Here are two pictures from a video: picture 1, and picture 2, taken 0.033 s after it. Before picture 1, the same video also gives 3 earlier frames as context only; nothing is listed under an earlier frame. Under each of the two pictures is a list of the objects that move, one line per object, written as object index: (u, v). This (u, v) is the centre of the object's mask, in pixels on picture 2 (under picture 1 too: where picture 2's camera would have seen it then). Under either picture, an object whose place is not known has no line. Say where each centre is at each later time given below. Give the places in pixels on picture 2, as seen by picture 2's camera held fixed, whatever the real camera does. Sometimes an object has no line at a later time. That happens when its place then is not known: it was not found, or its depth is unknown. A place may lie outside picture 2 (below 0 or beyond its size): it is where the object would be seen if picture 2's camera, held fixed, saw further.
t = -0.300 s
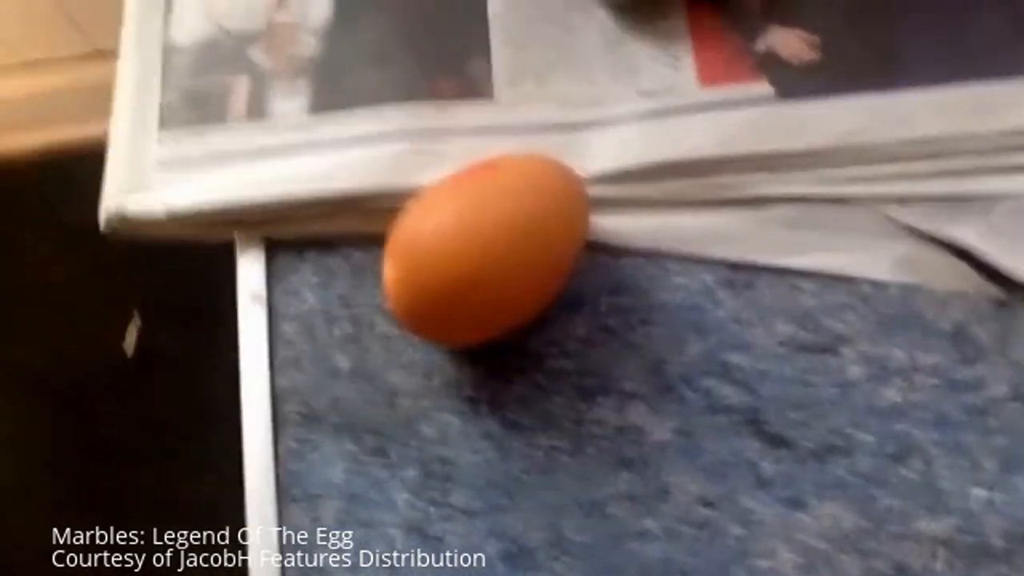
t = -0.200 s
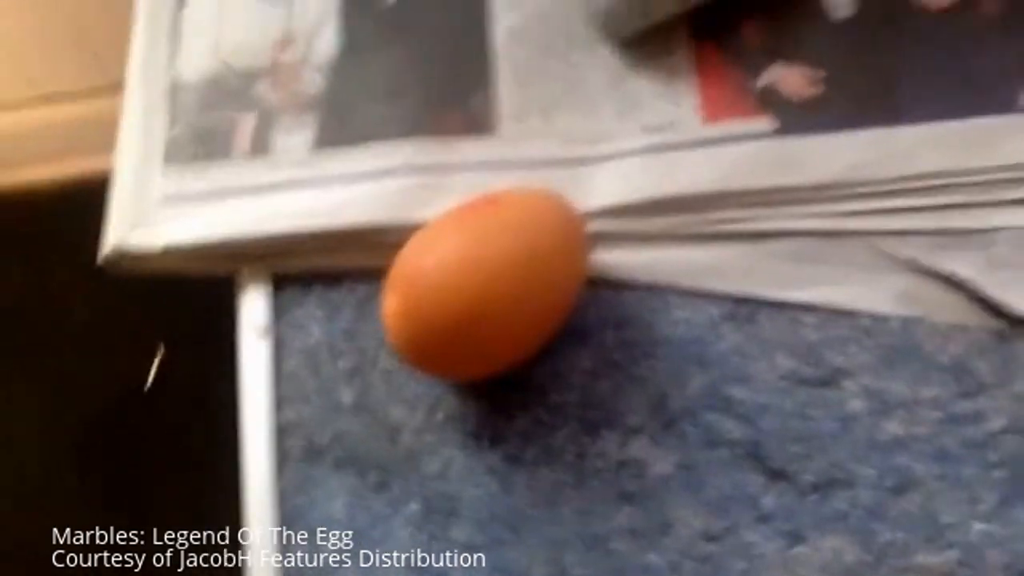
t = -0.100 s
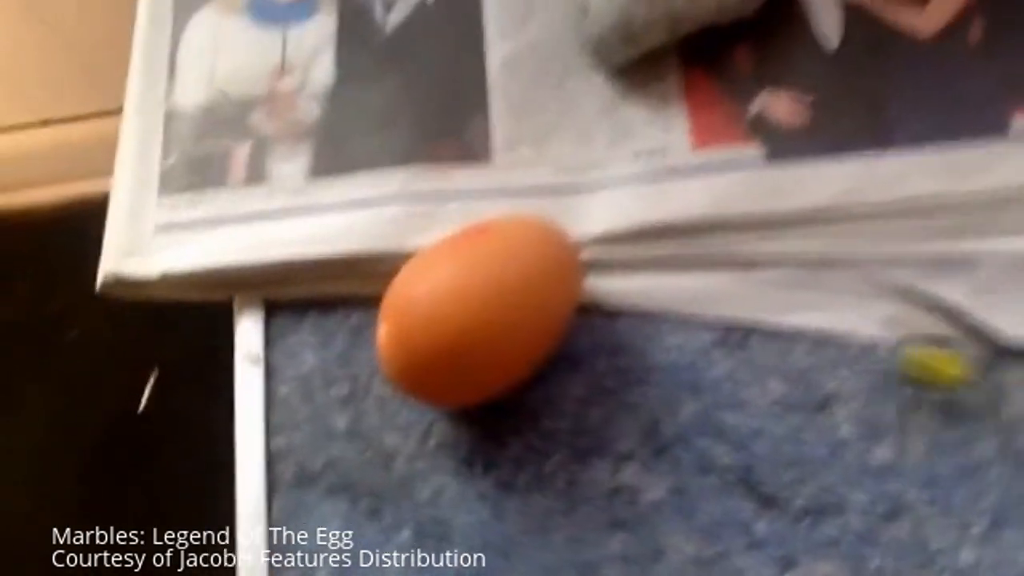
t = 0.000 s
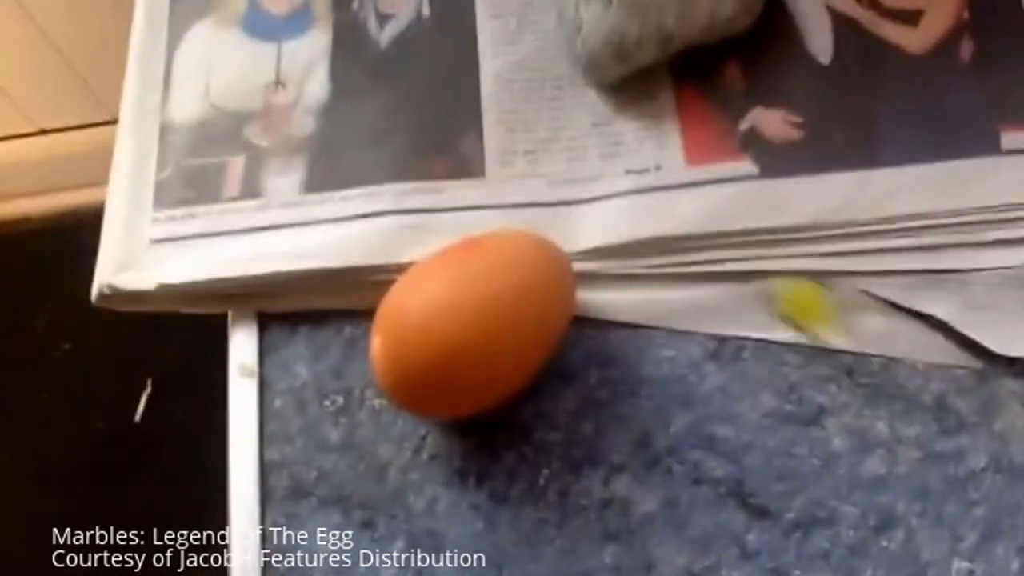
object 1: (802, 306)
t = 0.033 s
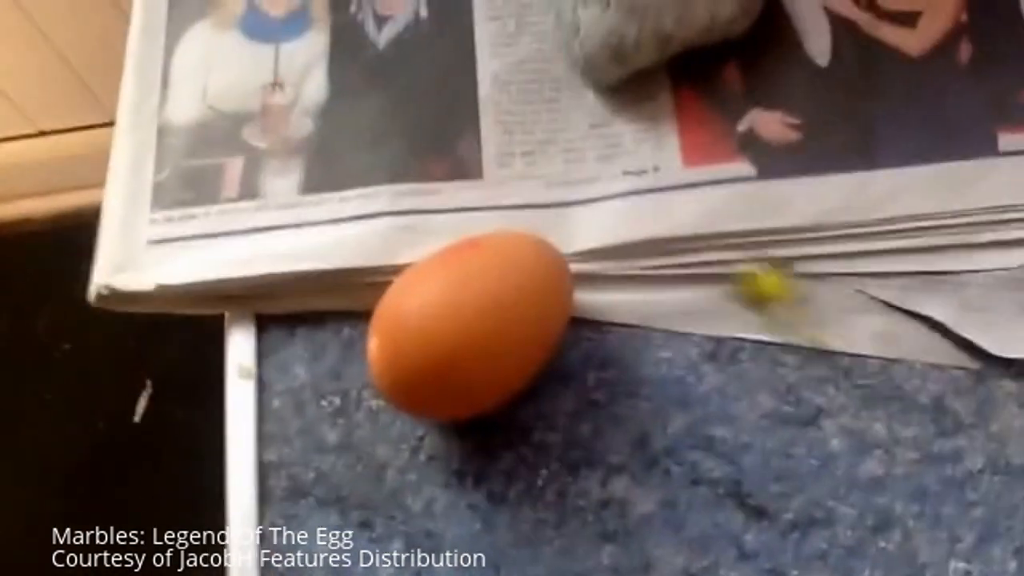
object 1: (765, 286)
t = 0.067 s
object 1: (729, 278)
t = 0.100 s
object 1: (697, 279)
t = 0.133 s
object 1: (664, 288)
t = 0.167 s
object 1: (629, 305)
